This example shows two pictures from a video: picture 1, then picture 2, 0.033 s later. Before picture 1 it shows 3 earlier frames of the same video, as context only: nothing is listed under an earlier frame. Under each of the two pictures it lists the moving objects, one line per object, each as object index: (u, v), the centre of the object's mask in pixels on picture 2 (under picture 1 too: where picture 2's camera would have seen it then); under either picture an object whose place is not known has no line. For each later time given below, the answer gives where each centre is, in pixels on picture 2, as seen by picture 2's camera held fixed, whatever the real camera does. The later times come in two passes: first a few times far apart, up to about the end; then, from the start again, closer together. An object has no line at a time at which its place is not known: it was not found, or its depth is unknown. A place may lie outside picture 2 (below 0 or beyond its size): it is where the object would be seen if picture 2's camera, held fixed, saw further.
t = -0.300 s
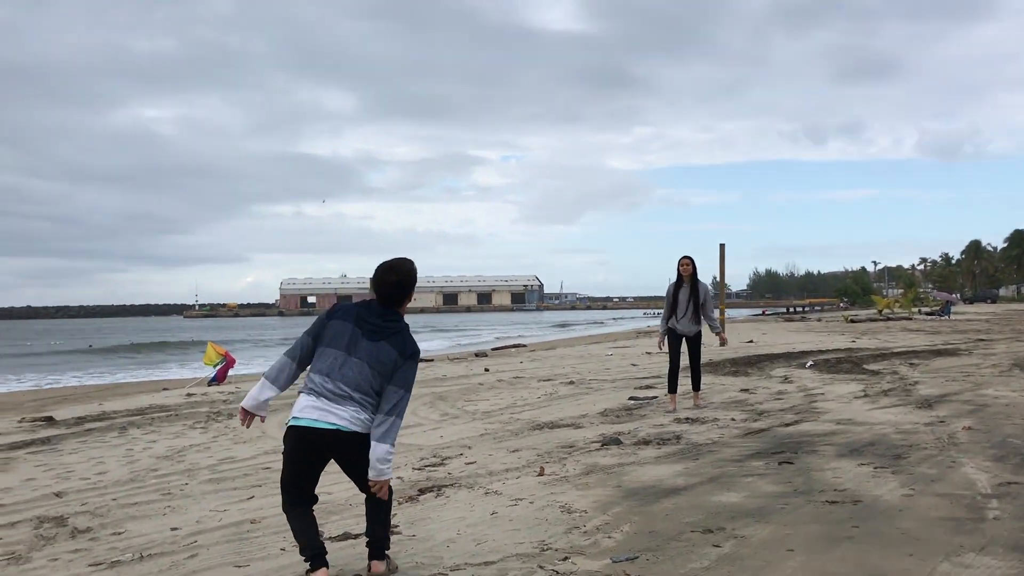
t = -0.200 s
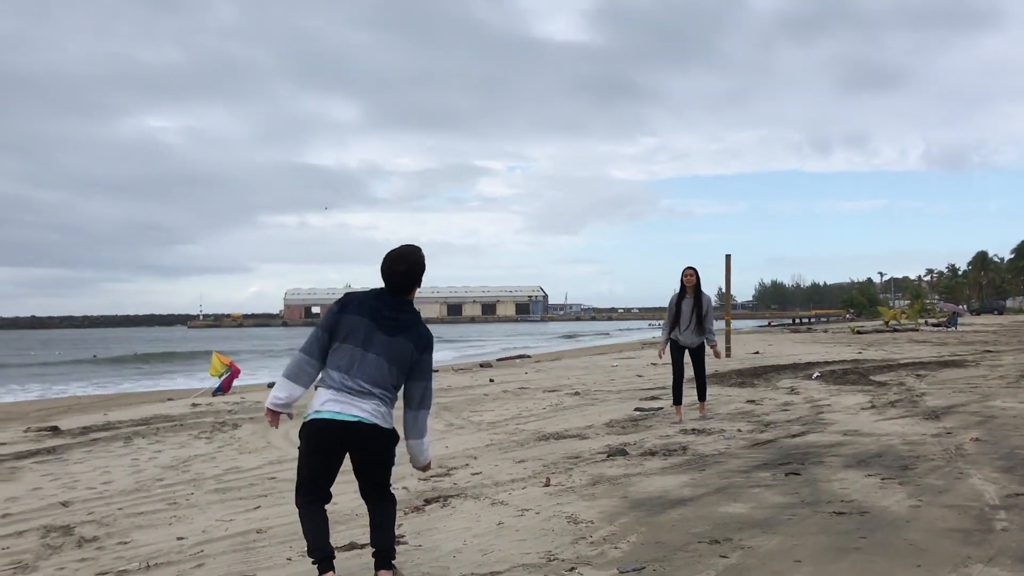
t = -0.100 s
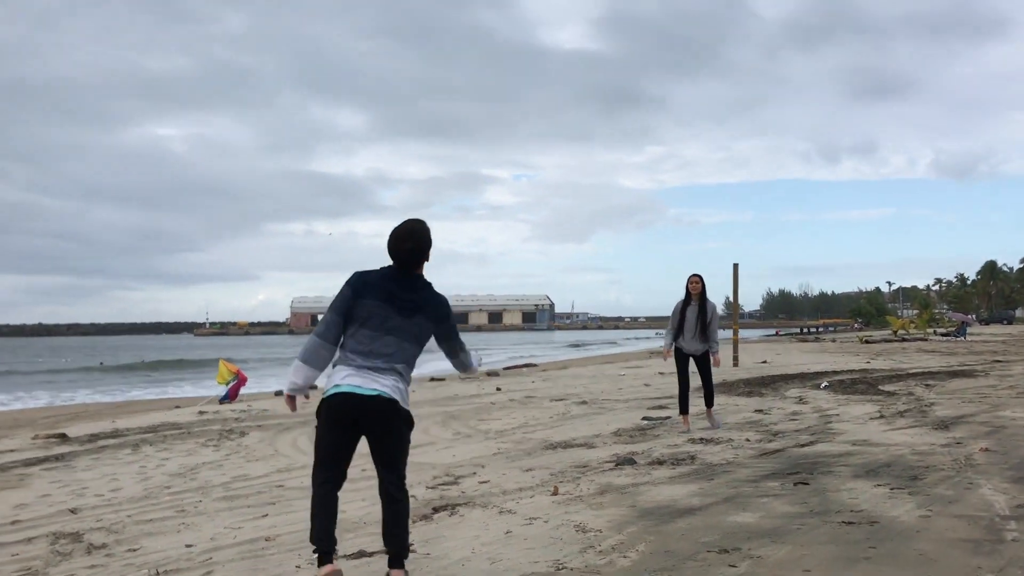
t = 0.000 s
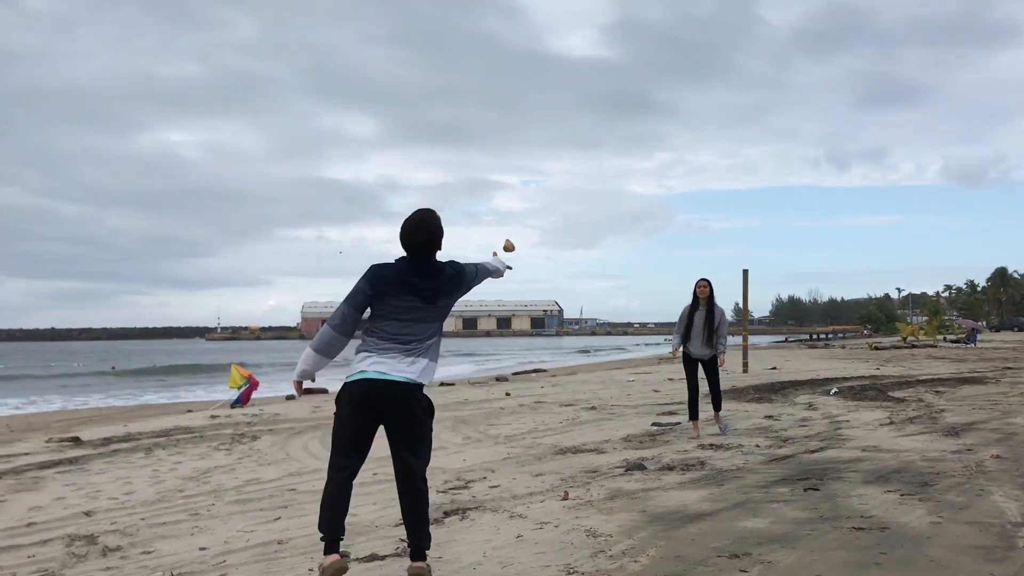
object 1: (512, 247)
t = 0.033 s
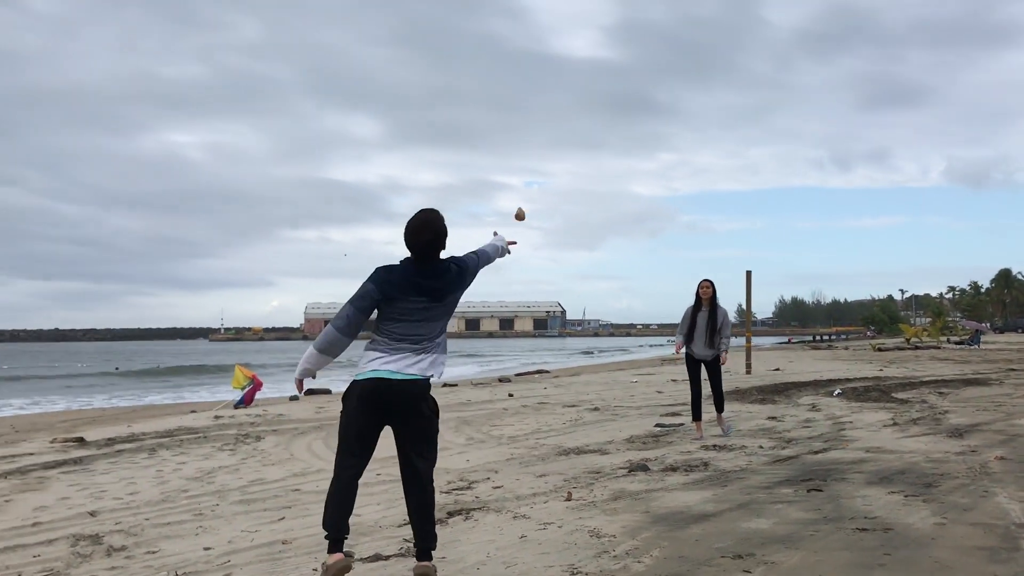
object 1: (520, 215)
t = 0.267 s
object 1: (570, 62)
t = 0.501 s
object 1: (609, 16)
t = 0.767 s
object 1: (644, 60)
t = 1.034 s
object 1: (673, 175)
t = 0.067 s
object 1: (527, 185)
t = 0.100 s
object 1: (535, 158)
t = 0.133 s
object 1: (542, 135)
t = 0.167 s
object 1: (549, 113)
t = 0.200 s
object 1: (557, 94)
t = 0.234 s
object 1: (563, 77)
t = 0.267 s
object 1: (570, 62)
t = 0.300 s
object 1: (576, 50)
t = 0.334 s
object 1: (582, 40)
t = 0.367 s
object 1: (587, 31)
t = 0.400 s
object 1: (593, 25)
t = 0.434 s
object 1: (599, 20)
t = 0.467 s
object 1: (603, 18)
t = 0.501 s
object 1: (609, 16)
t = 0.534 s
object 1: (613, 17)
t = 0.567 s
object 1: (618, 18)
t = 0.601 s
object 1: (623, 22)
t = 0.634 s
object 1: (627, 27)
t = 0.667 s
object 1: (632, 34)
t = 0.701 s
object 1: (636, 41)
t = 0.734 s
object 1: (640, 50)
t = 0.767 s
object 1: (644, 60)
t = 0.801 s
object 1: (648, 71)
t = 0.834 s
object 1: (652, 83)
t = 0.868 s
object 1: (655, 96)
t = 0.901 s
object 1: (659, 110)
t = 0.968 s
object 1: (667, 140)
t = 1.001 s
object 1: (670, 157)
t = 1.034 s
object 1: (673, 175)
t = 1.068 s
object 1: (678, 193)
